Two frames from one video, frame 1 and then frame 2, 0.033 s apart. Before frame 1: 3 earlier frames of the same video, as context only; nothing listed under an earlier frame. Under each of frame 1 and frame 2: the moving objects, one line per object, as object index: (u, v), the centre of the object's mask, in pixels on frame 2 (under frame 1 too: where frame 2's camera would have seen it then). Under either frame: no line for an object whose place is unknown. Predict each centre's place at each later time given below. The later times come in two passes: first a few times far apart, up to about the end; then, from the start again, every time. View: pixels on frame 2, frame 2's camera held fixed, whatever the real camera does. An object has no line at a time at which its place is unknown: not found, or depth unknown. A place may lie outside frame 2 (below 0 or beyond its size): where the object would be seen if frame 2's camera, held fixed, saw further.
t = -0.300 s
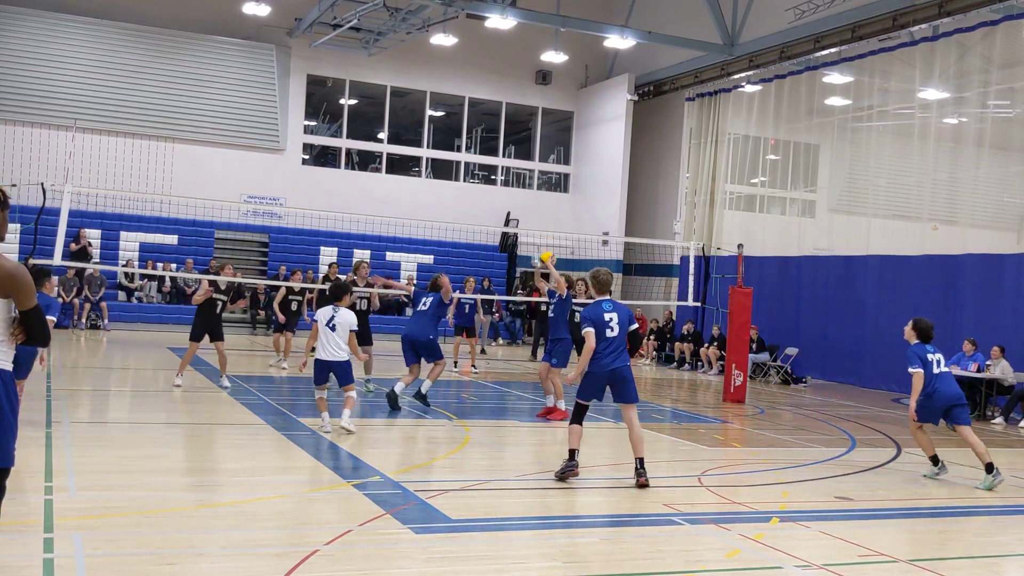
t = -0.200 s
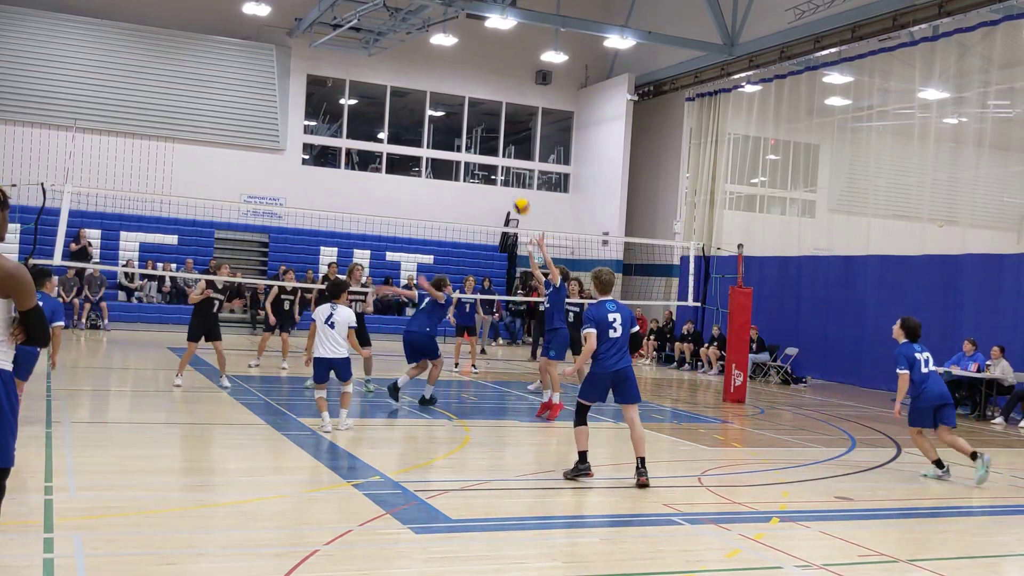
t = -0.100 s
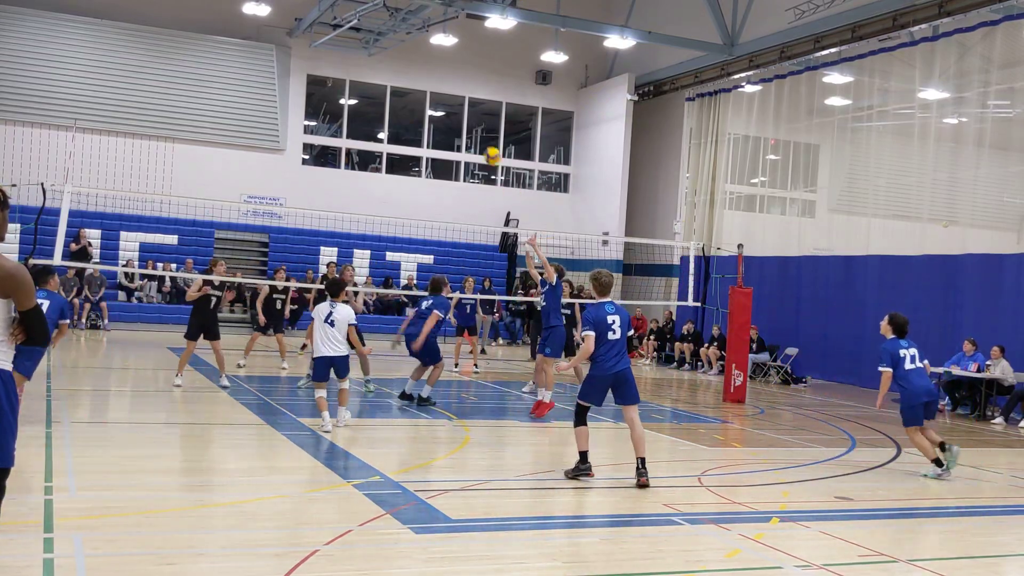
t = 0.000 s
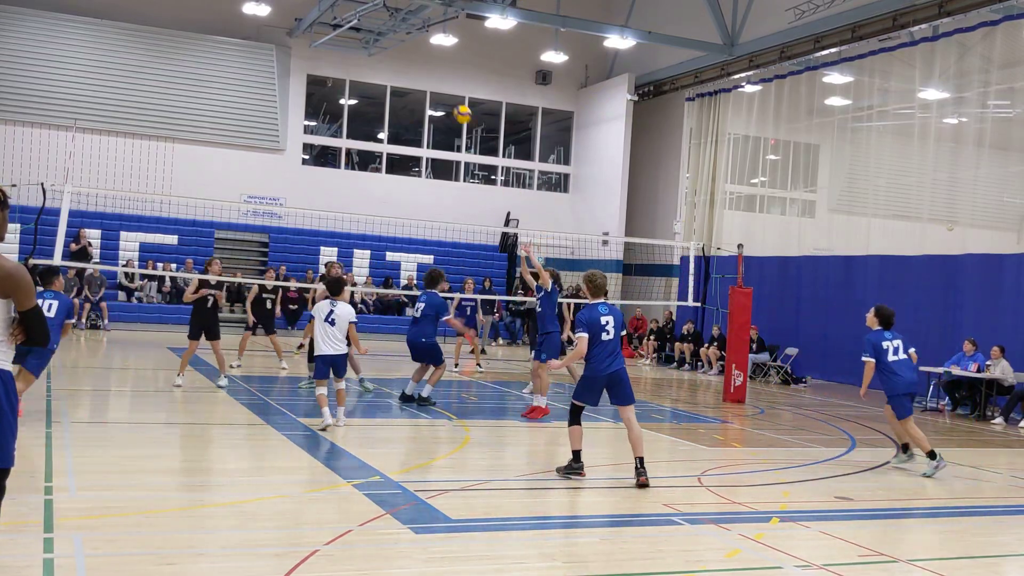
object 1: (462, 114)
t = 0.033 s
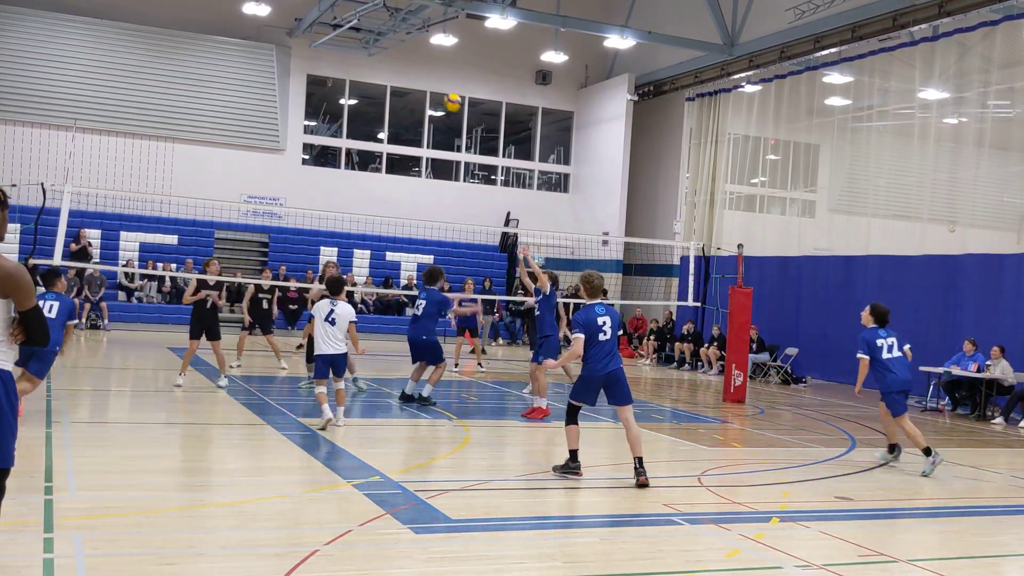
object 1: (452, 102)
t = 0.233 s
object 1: (390, 48)
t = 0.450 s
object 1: (322, 26)
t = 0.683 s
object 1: (246, 45)
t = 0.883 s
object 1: (179, 98)
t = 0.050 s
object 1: (447, 97)
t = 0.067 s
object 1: (443, 91)
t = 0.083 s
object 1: (437, 86)
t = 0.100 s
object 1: (432, 80)
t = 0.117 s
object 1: (427, 75)
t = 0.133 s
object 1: (421, 71)
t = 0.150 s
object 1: (417, 66)
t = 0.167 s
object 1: (411, 62)
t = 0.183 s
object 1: (406, 58)
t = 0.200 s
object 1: (401, 55)
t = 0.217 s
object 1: (396, 51)
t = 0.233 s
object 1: (390, 48)
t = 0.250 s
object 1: (385, 45)
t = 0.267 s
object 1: (379, 42)
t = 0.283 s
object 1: (374, 39)
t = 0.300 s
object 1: (369, 37)
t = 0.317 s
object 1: (364, 34)
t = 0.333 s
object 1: (359, 33)
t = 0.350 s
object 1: (354, 31)
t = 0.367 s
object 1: (348, 29)
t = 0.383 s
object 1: (342, 28)
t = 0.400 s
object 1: (337, 27)
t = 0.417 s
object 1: (332, 26)
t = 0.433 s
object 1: (327, 26)
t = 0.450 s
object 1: (322, 26)
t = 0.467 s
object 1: (316, 25)
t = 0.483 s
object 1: (311, 26)
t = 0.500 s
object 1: (306, 26)
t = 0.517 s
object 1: (300, 27)
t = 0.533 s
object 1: (295, 28)
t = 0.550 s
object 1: (290, 29)
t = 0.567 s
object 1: (284, 30)
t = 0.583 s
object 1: (279, 31)
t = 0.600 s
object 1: (273, 33)
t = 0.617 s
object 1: (268, 35)
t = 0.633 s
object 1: (262, 37)
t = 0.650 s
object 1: (256, 40)
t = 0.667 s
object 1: (251, 42)
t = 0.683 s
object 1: (246, 45)
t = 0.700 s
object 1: (240, 49)
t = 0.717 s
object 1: (234, 52)
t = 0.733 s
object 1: (229, 56)
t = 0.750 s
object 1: (223, 59)
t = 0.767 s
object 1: (217, 64)
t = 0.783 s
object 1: (212, 67)
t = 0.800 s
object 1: (206, 72)
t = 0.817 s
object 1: (201, 77)
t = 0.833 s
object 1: (196, 82)
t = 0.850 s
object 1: (190, 87)
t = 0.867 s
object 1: (184, 92)
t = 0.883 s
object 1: (179, 98)
